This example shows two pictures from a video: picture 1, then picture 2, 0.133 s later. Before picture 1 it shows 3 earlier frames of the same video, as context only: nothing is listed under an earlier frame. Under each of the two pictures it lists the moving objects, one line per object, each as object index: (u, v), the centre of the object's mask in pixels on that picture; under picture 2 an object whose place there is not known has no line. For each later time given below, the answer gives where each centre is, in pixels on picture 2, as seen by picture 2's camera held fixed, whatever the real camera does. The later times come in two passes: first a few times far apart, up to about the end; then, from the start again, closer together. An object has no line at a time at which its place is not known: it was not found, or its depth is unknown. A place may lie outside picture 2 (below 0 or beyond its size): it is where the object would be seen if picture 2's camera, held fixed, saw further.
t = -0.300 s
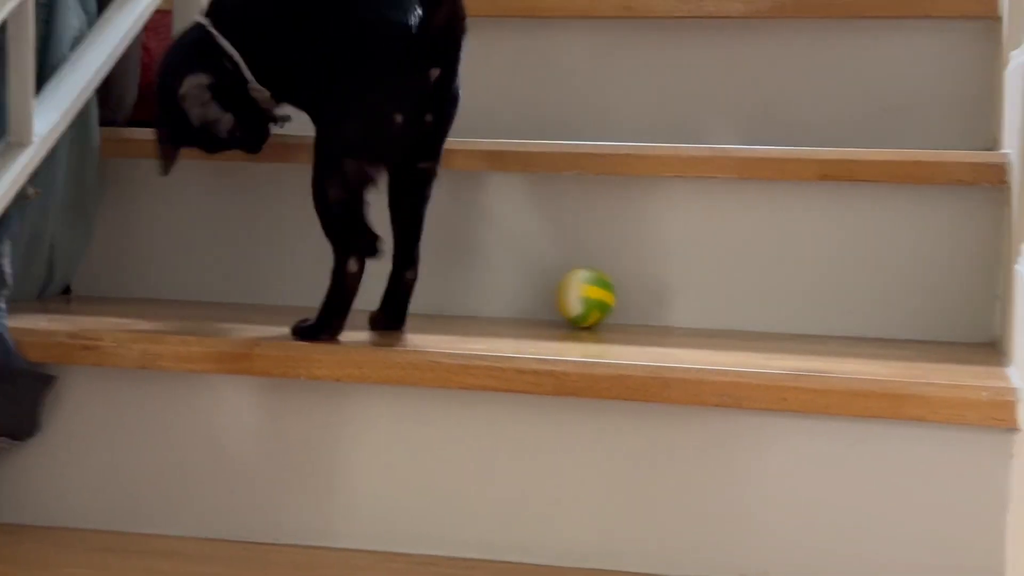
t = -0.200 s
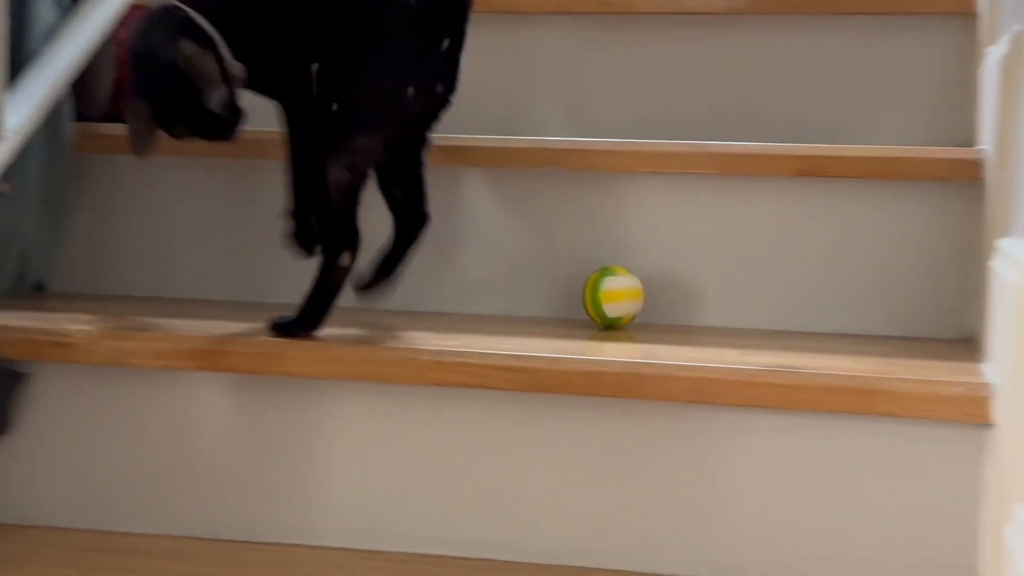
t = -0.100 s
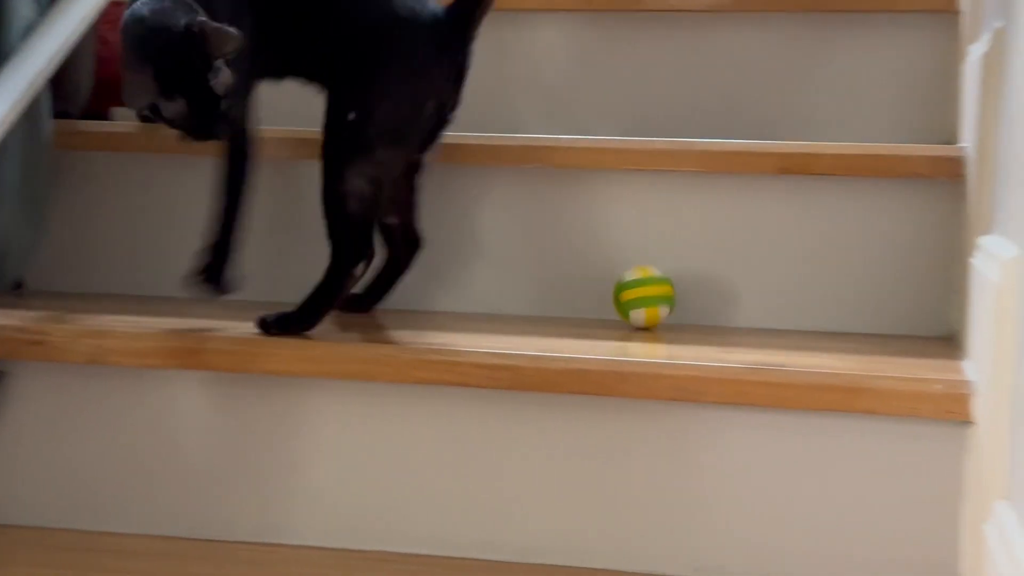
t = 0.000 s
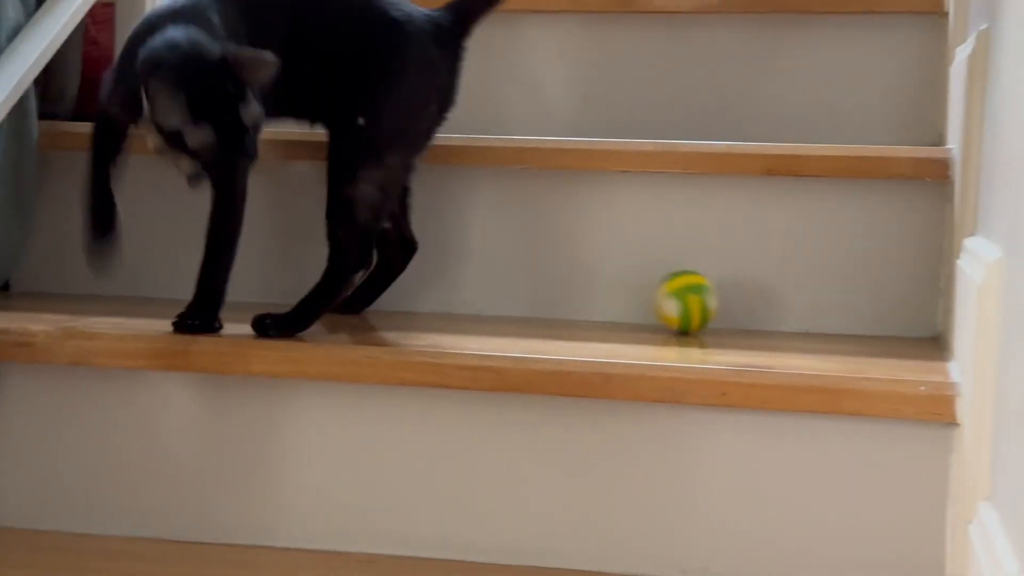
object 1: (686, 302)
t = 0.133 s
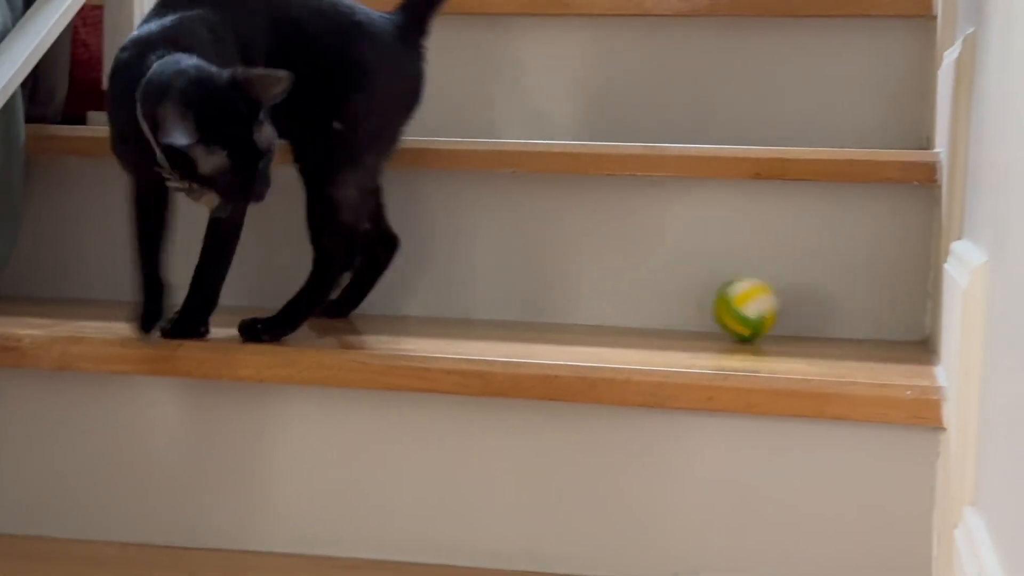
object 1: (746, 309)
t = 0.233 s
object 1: (794, 311)
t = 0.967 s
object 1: (788, 308)
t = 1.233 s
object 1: (768, 308)
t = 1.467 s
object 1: (757, 307)
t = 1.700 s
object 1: (745, 307)
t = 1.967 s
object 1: (725, 307)
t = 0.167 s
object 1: (763, 310)
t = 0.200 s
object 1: (779, 310)
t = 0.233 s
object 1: (794, 311)
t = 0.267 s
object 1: (811, 311)
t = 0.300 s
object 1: (828, 312)
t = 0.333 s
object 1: (846, 313)
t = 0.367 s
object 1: (863, 314)
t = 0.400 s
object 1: (881, 315)
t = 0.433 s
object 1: (900, 315)
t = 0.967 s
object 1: (788, 308)
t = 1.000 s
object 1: (785, 308)
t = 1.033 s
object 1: (782, 308)
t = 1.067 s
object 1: (779, 308)
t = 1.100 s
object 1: (777, 308)
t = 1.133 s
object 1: (775, 308)
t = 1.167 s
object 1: (772, 308)
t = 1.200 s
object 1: (770, 308)
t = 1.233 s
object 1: (768, 308)
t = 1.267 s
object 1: (767, 308)
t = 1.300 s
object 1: (765, 308)
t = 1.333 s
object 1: (764, 308)
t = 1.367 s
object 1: (762, 308)
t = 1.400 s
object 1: (761, 308)
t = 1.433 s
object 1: (759, 307)
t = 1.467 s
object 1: (757, 307)
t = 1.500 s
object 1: (756, 307)
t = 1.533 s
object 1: (754, 308)
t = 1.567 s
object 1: (753, 307)
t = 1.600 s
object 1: (751, 307)
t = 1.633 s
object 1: (749, 307)
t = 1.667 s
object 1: (747, 307)
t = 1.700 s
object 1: (745, 307)
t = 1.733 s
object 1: (744, 307)
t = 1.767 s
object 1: (742, 307)
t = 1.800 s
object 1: (740, 307)
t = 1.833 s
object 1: (737, 307)
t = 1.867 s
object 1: (735, 307)
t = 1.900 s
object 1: (731, 307)
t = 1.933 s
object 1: (729, 307)
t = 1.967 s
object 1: (725, 307)
